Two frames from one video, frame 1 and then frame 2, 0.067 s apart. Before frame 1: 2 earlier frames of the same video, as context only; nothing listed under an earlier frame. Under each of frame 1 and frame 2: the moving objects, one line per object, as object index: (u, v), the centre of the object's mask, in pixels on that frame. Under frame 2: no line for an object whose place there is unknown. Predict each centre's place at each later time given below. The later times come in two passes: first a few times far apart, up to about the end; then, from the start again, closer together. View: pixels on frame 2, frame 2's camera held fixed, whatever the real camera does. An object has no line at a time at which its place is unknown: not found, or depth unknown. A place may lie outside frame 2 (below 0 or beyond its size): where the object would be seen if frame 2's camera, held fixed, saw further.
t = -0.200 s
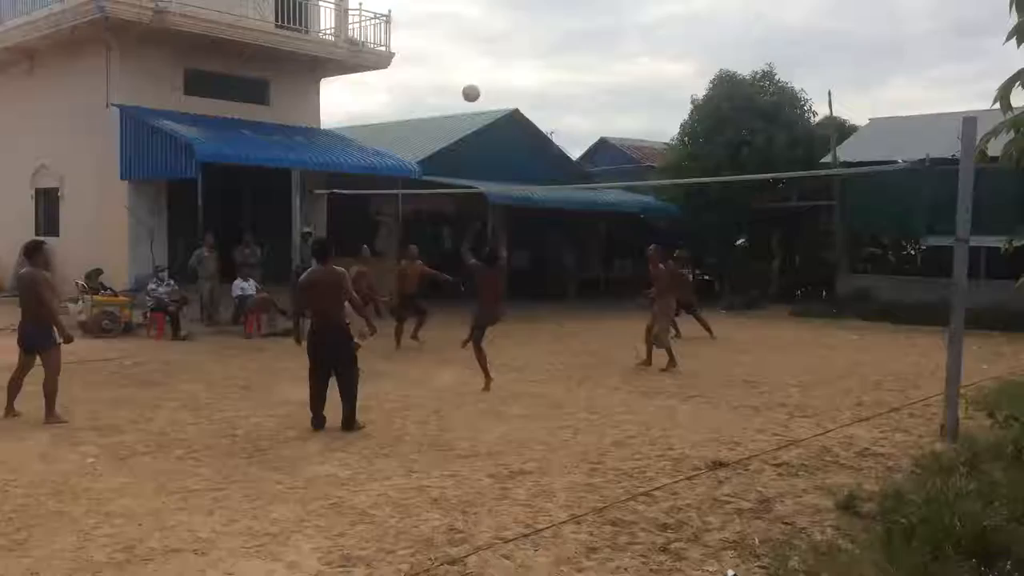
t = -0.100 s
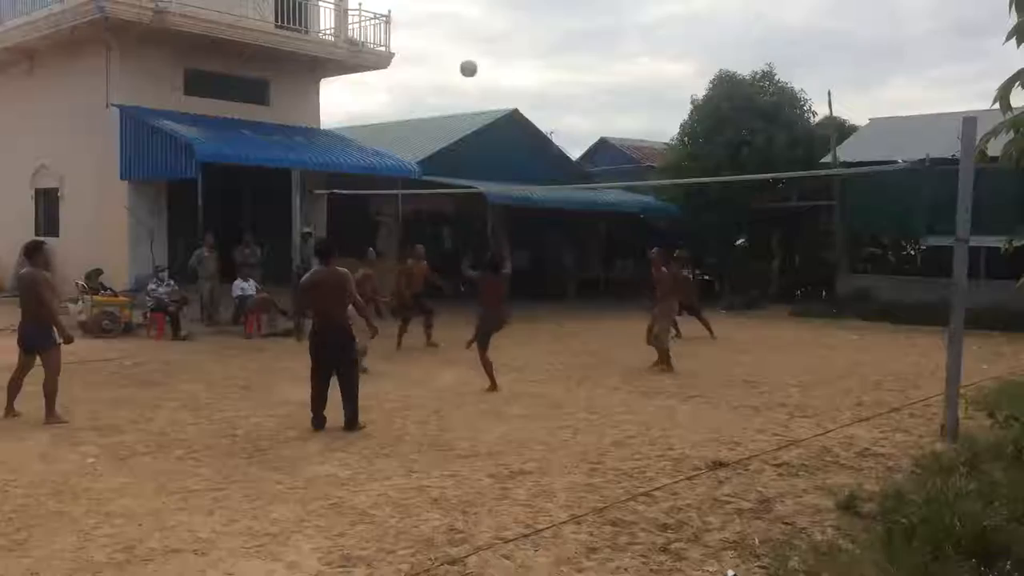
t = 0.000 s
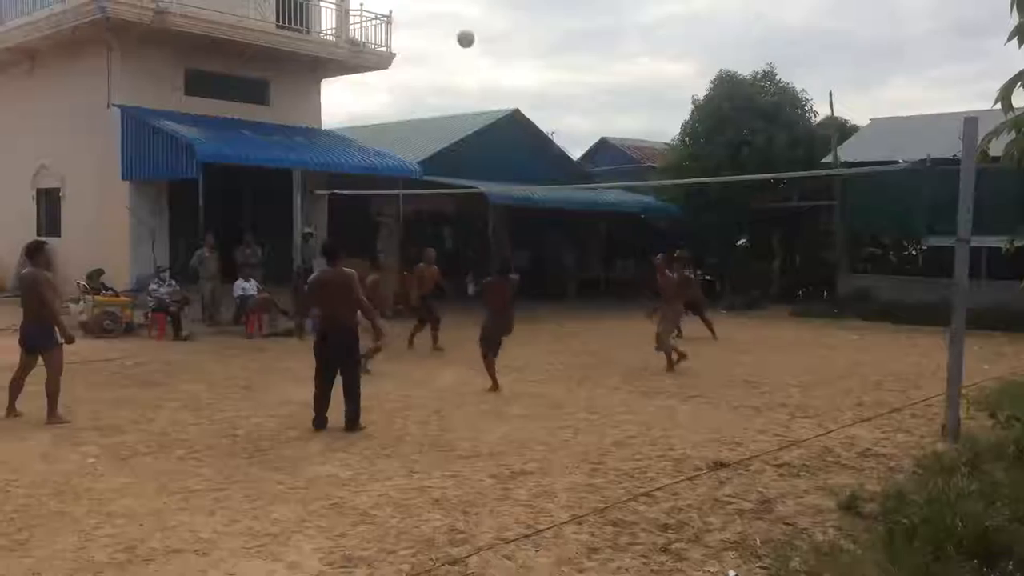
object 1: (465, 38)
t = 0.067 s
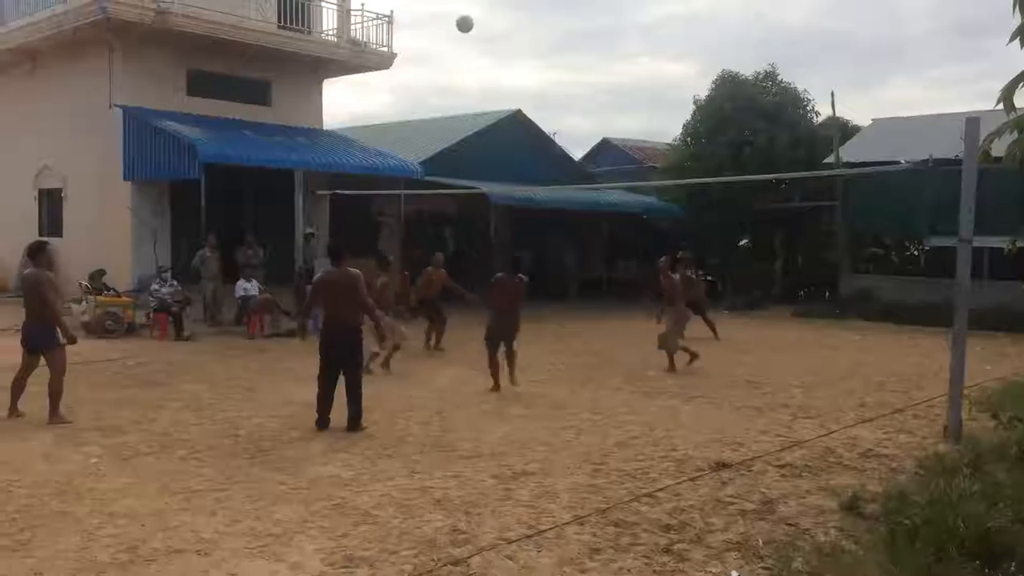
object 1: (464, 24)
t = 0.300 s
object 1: (455, 1)
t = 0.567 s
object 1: (444, 29)
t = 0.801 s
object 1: (433, 99)
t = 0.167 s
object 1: (460, 8)
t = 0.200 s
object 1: (459, 5)
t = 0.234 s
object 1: (458, 3)
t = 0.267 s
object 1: (456, 2)
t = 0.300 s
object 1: (455, 1)
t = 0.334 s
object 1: (453, 1)
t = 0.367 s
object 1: (452, 2)
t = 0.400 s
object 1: (451, 4)
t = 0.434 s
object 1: (449, 7)
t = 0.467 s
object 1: (448, 12)
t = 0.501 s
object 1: (447, 17)
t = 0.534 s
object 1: (445, 22)
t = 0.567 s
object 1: (444, 29)
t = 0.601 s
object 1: (442, 36)
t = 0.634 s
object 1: (441, 45)
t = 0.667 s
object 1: (439, 54)
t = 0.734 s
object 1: (436, 75)
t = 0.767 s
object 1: (435, 87)
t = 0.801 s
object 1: (433, 99)
